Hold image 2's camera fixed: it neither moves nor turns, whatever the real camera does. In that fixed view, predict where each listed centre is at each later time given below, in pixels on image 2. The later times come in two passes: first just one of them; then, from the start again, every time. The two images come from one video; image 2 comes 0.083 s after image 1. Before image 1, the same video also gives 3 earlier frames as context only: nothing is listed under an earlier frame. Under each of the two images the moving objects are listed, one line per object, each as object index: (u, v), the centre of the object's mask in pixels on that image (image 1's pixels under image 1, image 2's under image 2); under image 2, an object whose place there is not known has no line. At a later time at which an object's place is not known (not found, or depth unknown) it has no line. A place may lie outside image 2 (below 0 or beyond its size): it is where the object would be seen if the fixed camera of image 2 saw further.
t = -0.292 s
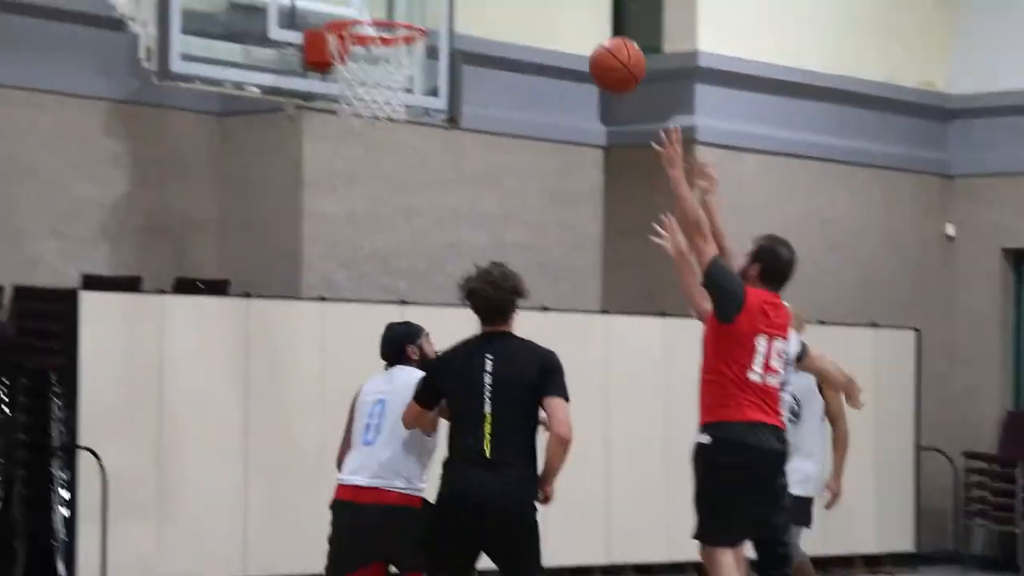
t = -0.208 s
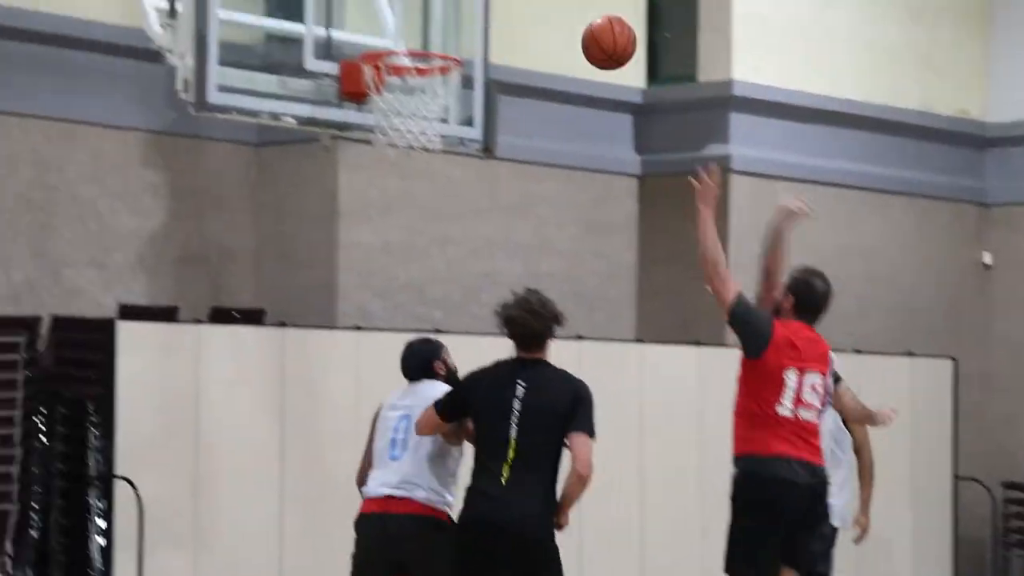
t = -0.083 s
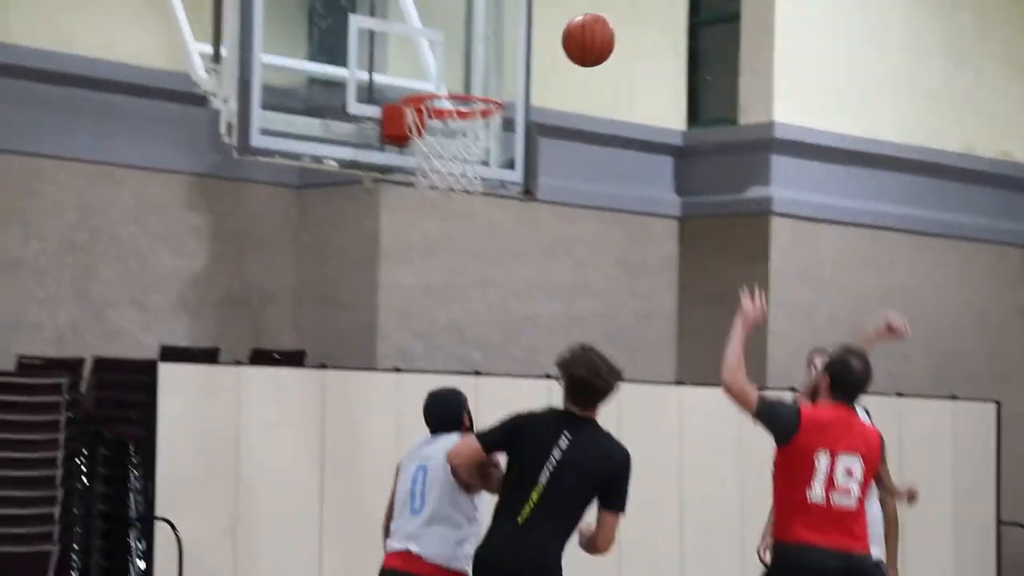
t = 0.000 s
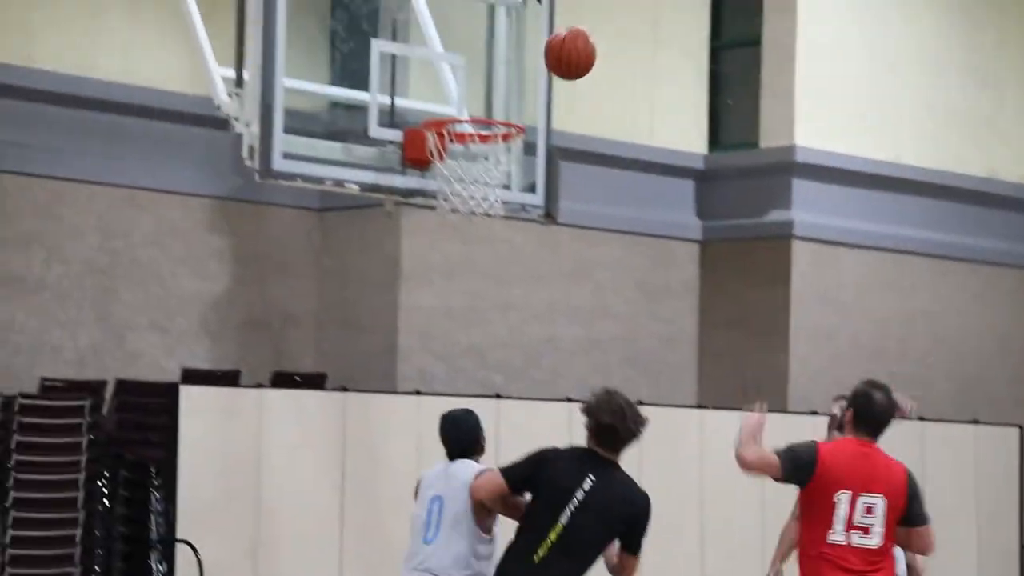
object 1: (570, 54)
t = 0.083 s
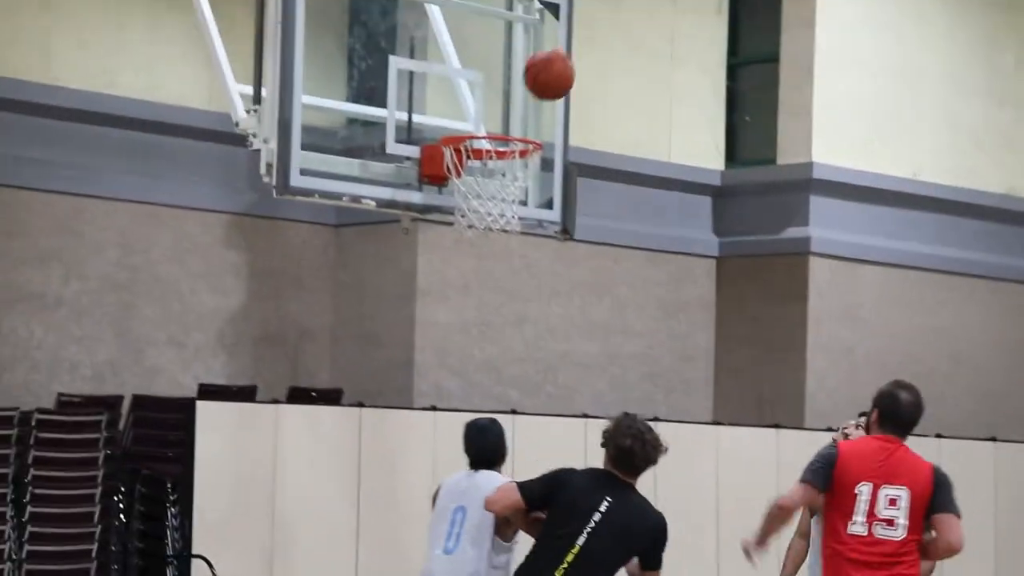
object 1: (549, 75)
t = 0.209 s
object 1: (494, 106)
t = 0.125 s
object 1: (530, 81)
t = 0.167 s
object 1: (511, 93)
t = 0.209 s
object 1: (494, 106)
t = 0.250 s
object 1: (475, 118)
